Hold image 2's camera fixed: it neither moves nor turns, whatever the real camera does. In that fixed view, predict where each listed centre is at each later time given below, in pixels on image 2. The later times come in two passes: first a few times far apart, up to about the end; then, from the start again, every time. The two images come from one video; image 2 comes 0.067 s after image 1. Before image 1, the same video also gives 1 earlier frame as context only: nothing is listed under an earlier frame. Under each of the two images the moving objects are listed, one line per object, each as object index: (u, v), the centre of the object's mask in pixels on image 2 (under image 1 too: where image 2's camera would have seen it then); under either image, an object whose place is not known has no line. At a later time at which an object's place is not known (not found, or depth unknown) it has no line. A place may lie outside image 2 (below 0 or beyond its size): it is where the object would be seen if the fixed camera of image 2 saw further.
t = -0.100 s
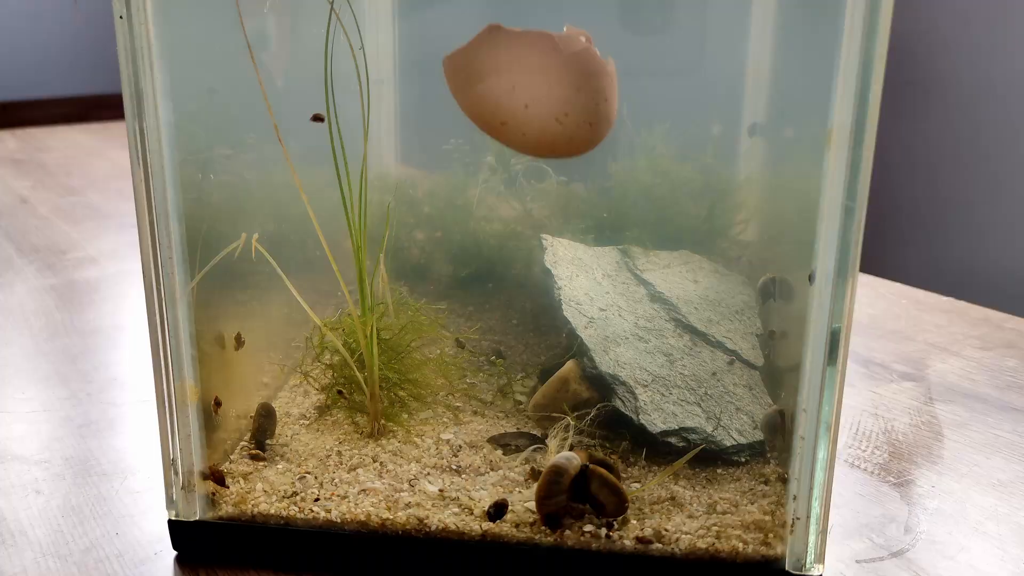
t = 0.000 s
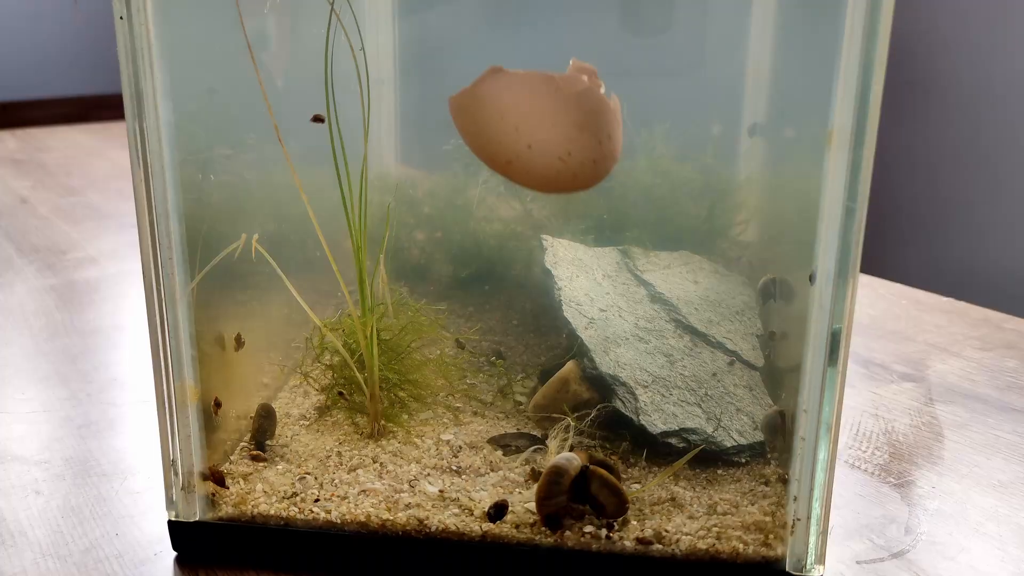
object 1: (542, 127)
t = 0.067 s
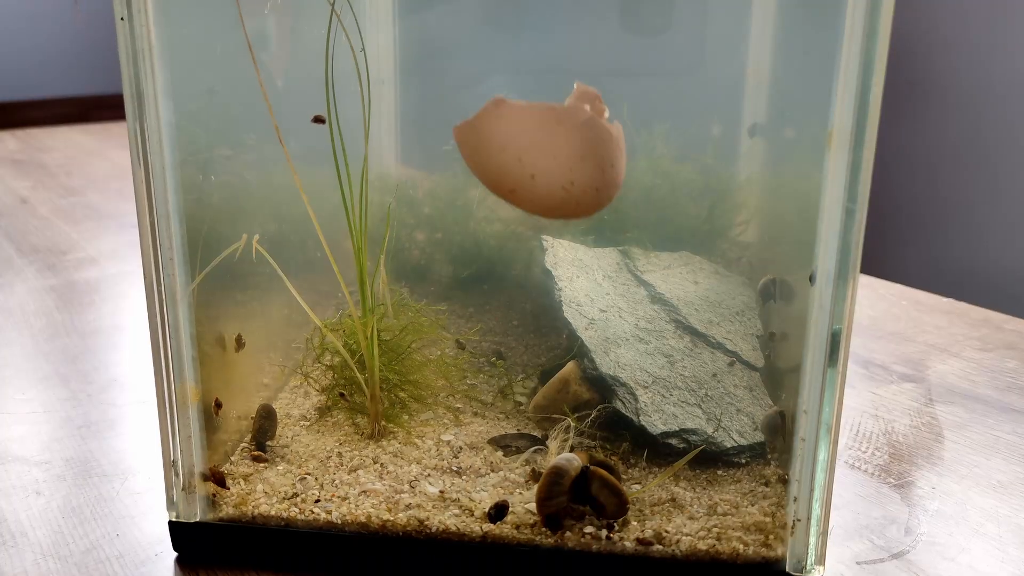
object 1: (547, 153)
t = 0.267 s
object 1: (563, 238)
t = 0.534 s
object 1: (588, 355)
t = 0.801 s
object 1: (593, 412)
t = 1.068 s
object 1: (594, 415)
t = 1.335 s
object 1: (596, 415)
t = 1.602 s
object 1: (596, 415)
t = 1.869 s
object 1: (596, 415)
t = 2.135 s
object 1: (596, 415)
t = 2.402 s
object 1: (596, 415)
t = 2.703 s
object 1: (596, 415)
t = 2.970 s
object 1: (596, 415)
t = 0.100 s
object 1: (549, 167)
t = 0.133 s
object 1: (552, 181)
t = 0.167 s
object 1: (554, 195)
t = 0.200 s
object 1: (557, 209)
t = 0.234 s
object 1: (560, 223)
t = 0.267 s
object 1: (563, 238)
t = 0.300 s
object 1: (566, 252)
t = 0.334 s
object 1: (568, 267)
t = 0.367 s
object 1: (571, 281)
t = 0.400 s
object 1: (574, 297)
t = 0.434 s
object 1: (578, 311)
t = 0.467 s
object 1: (581, 325)
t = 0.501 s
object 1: (584, 340)
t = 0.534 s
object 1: (588, 355)
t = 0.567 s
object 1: (592, 369)
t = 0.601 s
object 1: (596, 383)
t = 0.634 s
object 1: (599, 391)
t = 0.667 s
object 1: (596, 397)
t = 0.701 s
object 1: (595, 403)
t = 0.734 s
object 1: (593, 408)
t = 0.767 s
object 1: (593, 410)
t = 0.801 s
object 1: (593, 412)
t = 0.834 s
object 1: (593, 414)
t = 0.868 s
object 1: (594, 414)
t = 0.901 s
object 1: (594, 414)
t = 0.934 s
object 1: (594, 414)
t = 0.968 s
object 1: (594, 414)
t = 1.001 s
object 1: (594, 414)
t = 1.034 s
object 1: (594, 415)
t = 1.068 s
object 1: (594, 415)
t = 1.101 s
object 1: (594, 415)
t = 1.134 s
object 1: (595, 415)
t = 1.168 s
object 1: (595, 415)
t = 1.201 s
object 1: (596, 415)
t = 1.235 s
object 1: (596, 415)
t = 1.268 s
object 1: (596, 415)
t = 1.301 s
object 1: (596, 415)
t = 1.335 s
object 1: (596, 415)
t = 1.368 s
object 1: (596, 415)
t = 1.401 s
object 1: (596, 415)
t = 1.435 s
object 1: (596, 415)
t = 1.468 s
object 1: (596, 415)
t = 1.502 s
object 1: (596, 415)
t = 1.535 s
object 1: (596, 415)
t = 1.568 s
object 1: (596, 415)
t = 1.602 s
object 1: (596, 415)
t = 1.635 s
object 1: (596, 415)
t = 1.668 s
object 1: (596, 415)
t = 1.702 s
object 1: (596, 415)
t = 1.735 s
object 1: (596, 415)
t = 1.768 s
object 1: (596, 415)
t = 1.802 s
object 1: (596, 415)
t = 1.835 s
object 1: (596, 415)
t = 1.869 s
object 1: (596, 415)
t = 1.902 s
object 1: (596, 415)
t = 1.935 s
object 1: (596, 415)
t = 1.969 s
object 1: (596, 415)
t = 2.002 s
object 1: (596, 415)
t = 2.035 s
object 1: (596, 415)
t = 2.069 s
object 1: (596, 415)
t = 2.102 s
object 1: (596, 415)
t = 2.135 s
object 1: (596, 415)
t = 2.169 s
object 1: (596, 415)
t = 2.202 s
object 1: (596, 415)
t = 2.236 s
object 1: (596, 415)
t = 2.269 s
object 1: (596, 415)
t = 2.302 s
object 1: (596, 415)
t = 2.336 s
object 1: (596, 415)
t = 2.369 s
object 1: (596, 415)
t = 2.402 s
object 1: (596, 415)
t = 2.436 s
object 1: (596, 415)
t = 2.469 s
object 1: (596, 415)
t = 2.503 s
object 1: (596, 415)
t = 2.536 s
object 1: (596, 415)
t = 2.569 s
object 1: (596, 415)
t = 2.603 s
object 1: (596, 415)
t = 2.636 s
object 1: (596, 415)
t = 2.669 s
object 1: (596, 415)
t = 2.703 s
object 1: (596, 415)
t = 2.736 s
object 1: (596, 415)
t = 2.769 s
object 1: (596, 415)
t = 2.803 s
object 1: (596, 415)
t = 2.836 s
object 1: (596, 415)
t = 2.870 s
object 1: (596, 415)
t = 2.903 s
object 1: (596, 415)
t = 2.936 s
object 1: (596, 415)
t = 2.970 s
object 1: (596, 415)
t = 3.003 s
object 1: (596, 415)
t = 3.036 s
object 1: (596, 415)
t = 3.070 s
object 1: (596, 415)
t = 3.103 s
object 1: (596, 415)
